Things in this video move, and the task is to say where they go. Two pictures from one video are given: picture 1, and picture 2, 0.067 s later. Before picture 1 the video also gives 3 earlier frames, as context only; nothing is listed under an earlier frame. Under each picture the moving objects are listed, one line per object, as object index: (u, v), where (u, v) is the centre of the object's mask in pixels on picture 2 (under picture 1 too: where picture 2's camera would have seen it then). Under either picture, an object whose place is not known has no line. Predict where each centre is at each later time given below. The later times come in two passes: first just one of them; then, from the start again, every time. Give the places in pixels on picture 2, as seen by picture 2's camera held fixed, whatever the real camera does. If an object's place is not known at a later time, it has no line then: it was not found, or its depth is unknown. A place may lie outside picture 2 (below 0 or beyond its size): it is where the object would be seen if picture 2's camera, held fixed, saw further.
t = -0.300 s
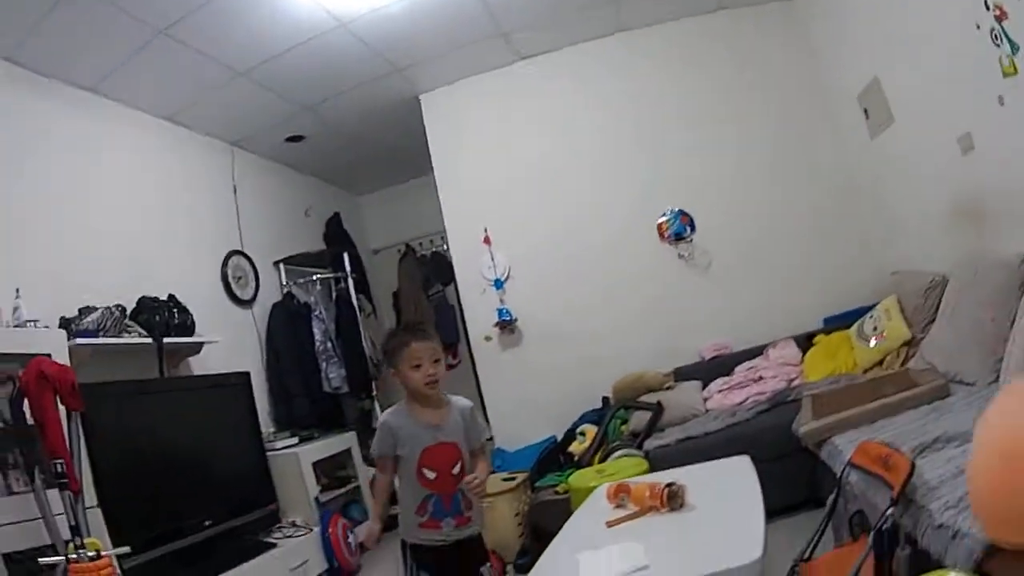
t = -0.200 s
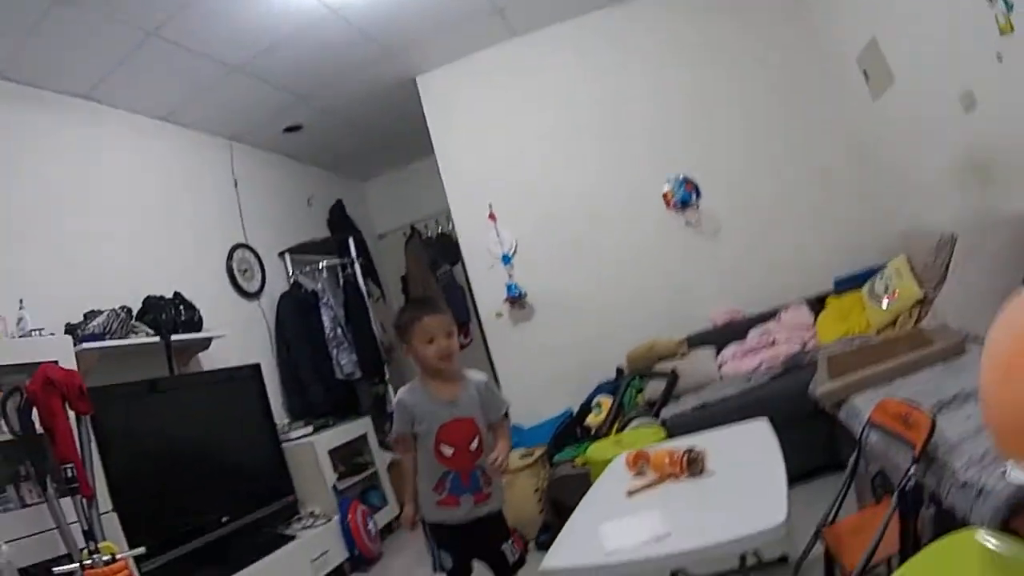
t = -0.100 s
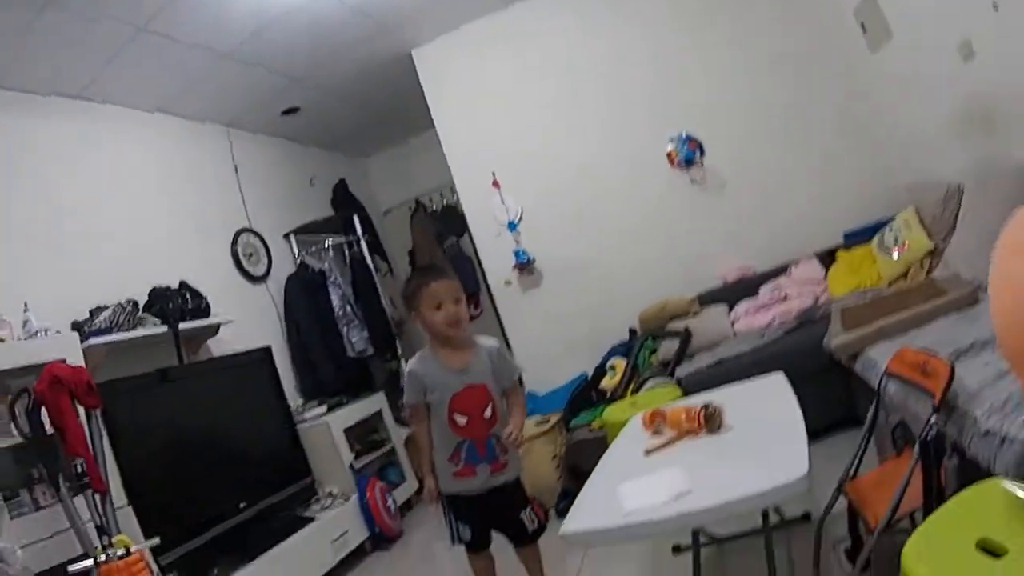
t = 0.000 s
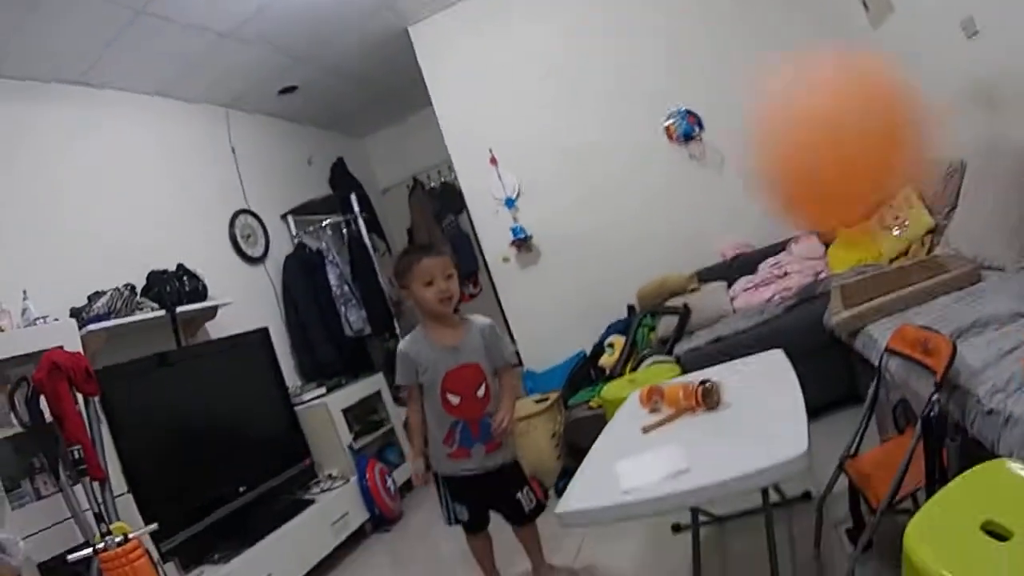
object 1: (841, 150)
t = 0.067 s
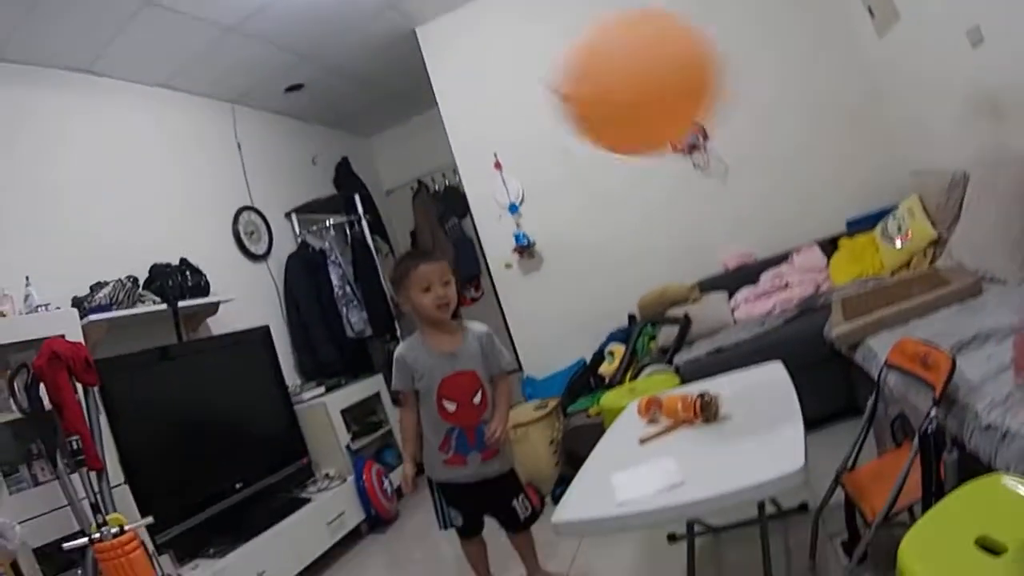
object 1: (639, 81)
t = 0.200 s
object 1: (473, 21)
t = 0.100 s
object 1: (574, 64)
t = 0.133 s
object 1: (525, 48)
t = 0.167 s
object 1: (493, 34)
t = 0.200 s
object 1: (473, 21)
